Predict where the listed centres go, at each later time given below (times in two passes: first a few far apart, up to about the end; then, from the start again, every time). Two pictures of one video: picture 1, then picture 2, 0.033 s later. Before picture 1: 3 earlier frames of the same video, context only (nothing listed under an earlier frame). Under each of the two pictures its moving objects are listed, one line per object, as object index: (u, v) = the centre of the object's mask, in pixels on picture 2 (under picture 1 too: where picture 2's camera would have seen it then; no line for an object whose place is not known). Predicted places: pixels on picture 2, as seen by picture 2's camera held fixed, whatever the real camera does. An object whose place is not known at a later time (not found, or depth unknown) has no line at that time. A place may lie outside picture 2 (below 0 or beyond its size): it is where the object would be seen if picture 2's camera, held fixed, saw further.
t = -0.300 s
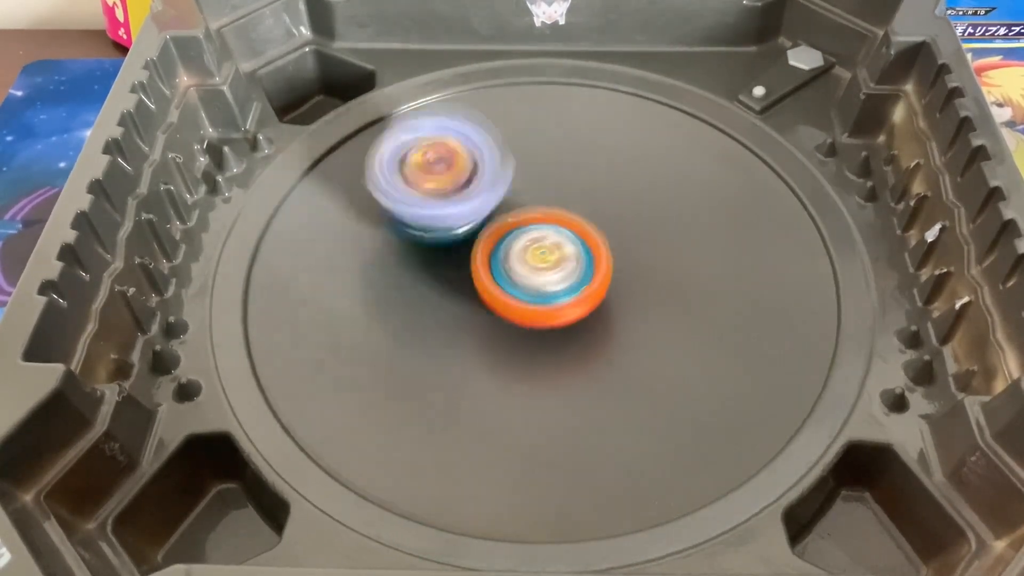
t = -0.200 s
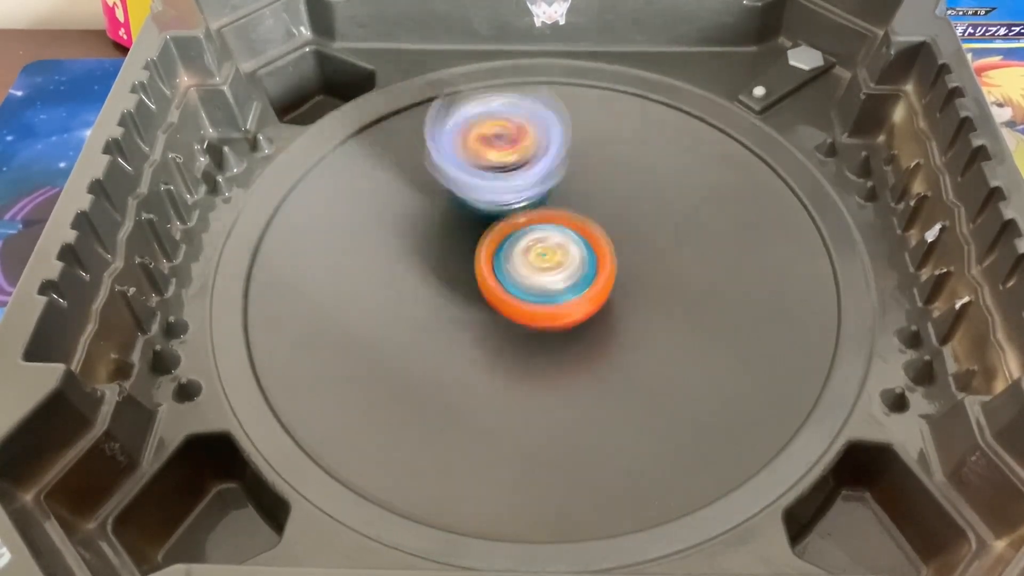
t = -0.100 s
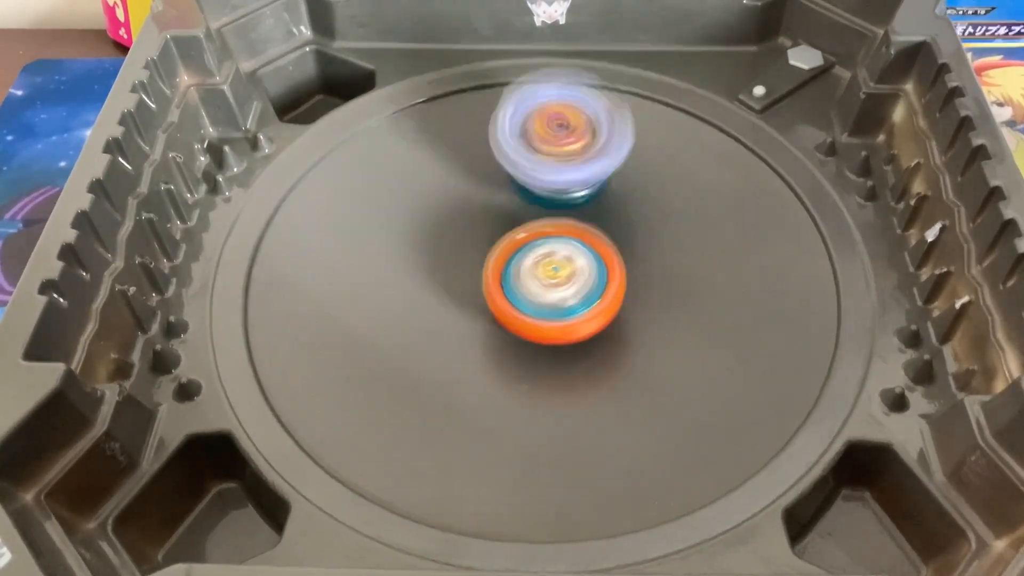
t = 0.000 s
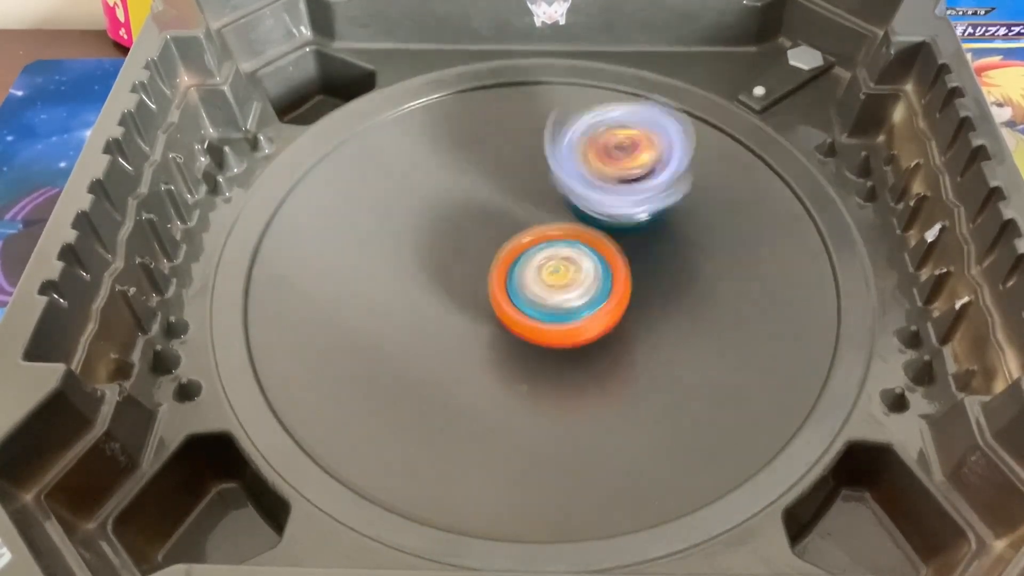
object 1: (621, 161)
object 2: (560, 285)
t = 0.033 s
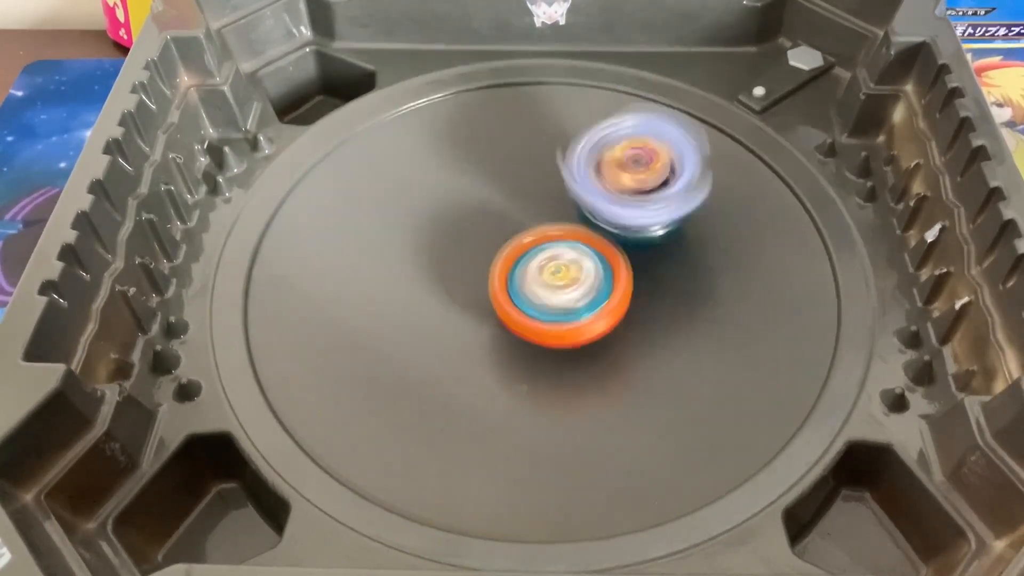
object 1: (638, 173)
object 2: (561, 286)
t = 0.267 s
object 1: (692, 250)
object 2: (517, 329)
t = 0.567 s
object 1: (585, 311)
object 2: (409, 320)
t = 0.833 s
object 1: (550, 238)
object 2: (349, 309)
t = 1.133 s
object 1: (592, 189)
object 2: (457, 283)
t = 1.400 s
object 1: (628, 211)
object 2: (489, 252)
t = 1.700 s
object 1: (606, 298)
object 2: (472, 225)
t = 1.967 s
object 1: (440, 306)
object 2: (550, 201)
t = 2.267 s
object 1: (459, 218)
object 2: (666, 201)
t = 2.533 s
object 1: (499, 197)
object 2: (754, 262)
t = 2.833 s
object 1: (546, 219)
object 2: (712, 325)
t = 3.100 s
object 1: (501, 236)
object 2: (589, 405)
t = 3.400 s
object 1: (504, 234)
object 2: (481, 386)
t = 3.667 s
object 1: (568, 239)
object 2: (424, 307)
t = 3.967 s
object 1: (582, 258)
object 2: (438, 233)
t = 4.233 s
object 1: (551, 266)
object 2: (485, 184)
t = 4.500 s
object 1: (520, 281)
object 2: (588, 191)
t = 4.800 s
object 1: (490, 265)
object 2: (660, 234)
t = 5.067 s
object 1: (503, 225)
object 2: (652, 301)
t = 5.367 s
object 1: (550, 212)
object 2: (556, 342)
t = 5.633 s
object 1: (585, 220)
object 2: (425, 358)
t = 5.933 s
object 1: (547, 257)
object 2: (422, 297)
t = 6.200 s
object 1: (569, 254)
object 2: (445, 210)
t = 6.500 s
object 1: (557, 250)
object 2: (532, 161)
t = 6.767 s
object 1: (515, 285)
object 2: (613, 210)
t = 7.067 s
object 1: (500, 252)
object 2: (660, 298)
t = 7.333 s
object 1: (544, 219)
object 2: (622, 354)
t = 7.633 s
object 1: (582, 231)
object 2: (497, 345)
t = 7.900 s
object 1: (542, 261)
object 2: (411, 298)
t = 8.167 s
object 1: (550, 267)
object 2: (425, 248)
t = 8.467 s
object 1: (604, 252)
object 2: (489, 214)
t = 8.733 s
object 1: (621, 272)
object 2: (515, 222)
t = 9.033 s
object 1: (669, 321)
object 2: (502, 259)
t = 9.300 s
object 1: (609, 270)
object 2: (476, 257)
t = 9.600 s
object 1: (615, 278)
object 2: (447, 227)
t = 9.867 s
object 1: (612, 264)
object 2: (459, 245)
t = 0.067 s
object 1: (654, 180)
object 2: (556, 292)
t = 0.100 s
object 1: (666, 183)
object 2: (542, 305)
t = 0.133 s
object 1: (676, 190)
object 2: (532, 316)
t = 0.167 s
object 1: (684, 202)
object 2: (525, 323)
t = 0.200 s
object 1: (692, 218)
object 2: (519, 327)
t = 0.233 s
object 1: (694, 234)
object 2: (517, 329)
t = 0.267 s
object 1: (692, 250)
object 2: (517, 329)
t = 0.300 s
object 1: (681, 264)
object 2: (516, 328)
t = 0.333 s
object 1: (663, 276)
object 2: (515, 328)
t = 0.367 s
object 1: (651, 286)
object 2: (502, 329)
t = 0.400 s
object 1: (653, 293)
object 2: (478, 327)
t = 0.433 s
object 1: (650, 297)
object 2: (455, 325)
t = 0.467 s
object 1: (640, 300)
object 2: (438, 323)
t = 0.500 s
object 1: (626, 304)
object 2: (428, 321)
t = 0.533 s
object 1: (606, 310)
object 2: (417, 320)
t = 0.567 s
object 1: (585, 311)
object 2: (409, 320)
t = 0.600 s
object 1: (561, 309)
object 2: (404, 320)
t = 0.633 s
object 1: (541, 302)
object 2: (398, 322)
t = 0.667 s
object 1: (539, 294)
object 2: (386, 318)
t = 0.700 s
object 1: (540, 284)
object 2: (371, 315)
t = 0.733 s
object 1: (541, 273)
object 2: (359, 313)
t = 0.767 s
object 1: (544, 261)
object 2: (351, 311)
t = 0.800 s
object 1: (545, 249)
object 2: (347, 310)
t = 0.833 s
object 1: (550, 238)
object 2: (349, 309)
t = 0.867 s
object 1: (553, 228)
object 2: (354, 308)
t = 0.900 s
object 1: (561, 217)
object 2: (361, 306)
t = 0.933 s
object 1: (564, 210)
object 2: (371, 304)
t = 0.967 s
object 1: (571, 202)
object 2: (382, 300)
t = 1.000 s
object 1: (577, 197)
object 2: (394, 299)
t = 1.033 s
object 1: (582, 192)
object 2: (412, 295)
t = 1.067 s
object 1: (587, 189)
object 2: (425, 292)
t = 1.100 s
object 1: (591, 189)
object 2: (442, 289)
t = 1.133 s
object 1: (592, 189)
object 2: (457, 283)
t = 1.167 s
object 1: (592, 190)
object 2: (471, 279)
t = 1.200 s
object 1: (596, 193)
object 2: (485, 274)
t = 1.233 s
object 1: (610, 190)
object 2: (482, 271)
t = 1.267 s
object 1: (620, 190)
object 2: (480, 268)
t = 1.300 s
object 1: (626, 193)
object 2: (479, 264)
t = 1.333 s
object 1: (630, 199)
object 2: (481, 260)
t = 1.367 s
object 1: (628, 204)
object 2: (485, 256)
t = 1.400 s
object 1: (628, 211)
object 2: (489, 252)
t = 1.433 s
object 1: (623, 218)
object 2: (491, 249)
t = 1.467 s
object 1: (634, 229)
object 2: (480, 240)
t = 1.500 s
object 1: (646, 237)
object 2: (468, 234)
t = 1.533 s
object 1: (651, 247)
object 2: (461, 229)
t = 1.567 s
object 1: (649, 257)
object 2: (459, 227)
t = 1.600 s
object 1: (644, 270)
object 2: (461, 226)
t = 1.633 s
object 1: (635, 280)
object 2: (464, 225)
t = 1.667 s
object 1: (622, 291)
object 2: (468, 225)
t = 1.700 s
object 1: (606, 298)
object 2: (472, 225)
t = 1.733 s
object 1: (588, 304)
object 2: (476, 223)
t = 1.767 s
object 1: (569, 306)
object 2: (477, 222)
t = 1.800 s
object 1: (549, 306)
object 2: (478, 217)
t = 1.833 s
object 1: (530, 302)
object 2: (484, 214)
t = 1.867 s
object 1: (507, 297)
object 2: (495, 206)
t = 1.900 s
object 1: (480, 307)
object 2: (519, 206)
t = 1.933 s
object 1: (459, 311)
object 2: (533, 207)
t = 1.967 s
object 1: (440, 306)
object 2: (550, 201)
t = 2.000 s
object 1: (422, 301)
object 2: (570, 196)
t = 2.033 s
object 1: (405, 291)
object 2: (589, 195)
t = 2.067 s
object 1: (398, 278)
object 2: (605, 191)
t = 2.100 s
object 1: (394, 266)
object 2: (622, 190)
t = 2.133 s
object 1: (398, 253)
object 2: (637, 192)
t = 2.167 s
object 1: (407, 243)
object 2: (647, 194)
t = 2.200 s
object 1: (421, 233)
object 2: (654, 196)
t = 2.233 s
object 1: (438, 225)
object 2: (662, 197)
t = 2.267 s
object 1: (459, 218)
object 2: (666, 201)
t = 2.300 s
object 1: (479, 214)
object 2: (666, 205)
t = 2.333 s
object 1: (501, 212)
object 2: (665, 209)
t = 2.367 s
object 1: (519, 211)
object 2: (663, 212)
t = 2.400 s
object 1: (534, 210)
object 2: (669, 220)
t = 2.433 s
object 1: (518, 206)
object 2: (694, 229)
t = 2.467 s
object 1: (510, 203)
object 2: (717, 241)
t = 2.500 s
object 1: (501, 199)
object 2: (739, 252)
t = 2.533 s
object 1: (499, 197)
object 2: (754, 262)
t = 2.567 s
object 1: (500, 194)
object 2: (768, 272)
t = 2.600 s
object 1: (502, 190)
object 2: (774, 281)
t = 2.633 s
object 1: (508, 189)
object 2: (780, 291)
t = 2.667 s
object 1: (513, 190)
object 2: (778, 298)
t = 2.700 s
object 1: (519, 192)
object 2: (774, 306)
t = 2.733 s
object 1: (526, 197)
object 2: (763, 311)
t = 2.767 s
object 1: (531, 202)
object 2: (749, 317)
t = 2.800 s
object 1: (538, 210)
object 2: (732, 320)
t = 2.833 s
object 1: (546, 219)
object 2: (712, 325)
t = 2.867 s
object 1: (550, 228)
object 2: (691, 328)
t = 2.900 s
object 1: (555, 238)
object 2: (668, 332)
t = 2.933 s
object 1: (554, 246)
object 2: (648, 339)
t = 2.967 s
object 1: (537, 241)
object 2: (640, 356)
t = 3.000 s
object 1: (526, 239)
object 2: (629, 371)
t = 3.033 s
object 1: (516, 238)
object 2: (617, 385)
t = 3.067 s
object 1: (509, 237)
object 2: (603, 397)
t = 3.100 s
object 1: (501, 236)
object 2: (589, 405)
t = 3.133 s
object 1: (498, 234)
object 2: (574, 412)
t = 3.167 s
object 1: (493, 233)
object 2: (560, 416)
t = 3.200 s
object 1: (489, 232)
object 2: (546, 418)
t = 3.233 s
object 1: (489, 232)
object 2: (533, 418)
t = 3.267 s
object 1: (490, 231)
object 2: (519, 415)
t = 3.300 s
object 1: (490, 232)
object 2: (508, 410)
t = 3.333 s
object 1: (493, 232)
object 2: (499, 404)
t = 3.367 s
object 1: (498, 233)
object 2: (490, 395)
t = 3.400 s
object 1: (504, 234)
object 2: (481, 386)
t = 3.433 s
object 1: (509, 236)
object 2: (474, 374)
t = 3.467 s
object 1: (516, 238)
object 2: (467, 363)
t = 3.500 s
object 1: (526, 238)
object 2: (458, 354)
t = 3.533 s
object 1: (531, 235)
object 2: (450, 346)
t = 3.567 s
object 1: (542, 235)
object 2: (442, 338)
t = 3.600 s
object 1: (551, 236)
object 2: (436, 328)
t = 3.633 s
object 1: (558, 237)
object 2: (430, 318)
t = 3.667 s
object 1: (568, 239)
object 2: (424, 307)
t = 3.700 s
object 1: (574, 242)
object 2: (421, 298)
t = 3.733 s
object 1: (578, 243)
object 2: (419, 287)
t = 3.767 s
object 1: (583, 246)
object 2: (419, 279)
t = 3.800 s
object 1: (586, 250)
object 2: (420, 270)
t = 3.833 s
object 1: (587, 252)
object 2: (422, 261)
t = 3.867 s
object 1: (587, 254)
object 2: (424, 253)
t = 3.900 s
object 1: (587, 256)
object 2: (428, 245)
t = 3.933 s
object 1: (584, 257)
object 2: (433, 239)
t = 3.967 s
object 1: (582, 258)
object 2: (438, 233)
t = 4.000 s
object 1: (579, 260)
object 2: (444, 228)
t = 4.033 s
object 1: (573, 260)
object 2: (448, 221)
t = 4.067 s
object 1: (566, 259)
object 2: (451, 215)
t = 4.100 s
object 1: (562, 259)
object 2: (457, 210)
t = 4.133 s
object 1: (557, 260)
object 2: (463, 204)
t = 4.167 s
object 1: (553, 260)
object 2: (470, 197)
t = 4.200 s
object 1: (553, 263)
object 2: (478, 191)
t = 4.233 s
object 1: (551, 266)
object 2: (485, 184)
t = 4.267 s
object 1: (547, 269)
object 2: (496, 182)
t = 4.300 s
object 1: (546, 272)
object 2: (509, 182)
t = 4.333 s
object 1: (541, 273)
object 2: (521, 178)
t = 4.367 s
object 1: (536, 273)
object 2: (531, 178)
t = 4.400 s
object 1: (535, 273)
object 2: (544, 183)
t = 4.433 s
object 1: (532, 272)
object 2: (561, 186)
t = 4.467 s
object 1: (522, 276)
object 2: (577, 189)
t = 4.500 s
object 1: (520, 281)
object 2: (588, 191)
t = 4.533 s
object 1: (510, 284)
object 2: (601, 197)
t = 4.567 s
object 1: (505, 286)
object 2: (614, 200)
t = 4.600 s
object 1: (498, 286)
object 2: (623, 202)
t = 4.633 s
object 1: (491, 286)
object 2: (633, 208)
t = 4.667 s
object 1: (490, 282)
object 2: (644, 212)
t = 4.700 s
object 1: (487, 279)
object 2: (650, 215)
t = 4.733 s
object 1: (486, 275)
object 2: (654, 223)
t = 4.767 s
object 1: (488, 271)
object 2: (658, 228)
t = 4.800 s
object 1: (490, 265)
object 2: (660, 234)
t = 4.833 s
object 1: (494, 259)
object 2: (658, 243)
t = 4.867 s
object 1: (501, 256)
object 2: (659, 250)
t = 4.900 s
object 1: (505, 250)
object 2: (655, 258)
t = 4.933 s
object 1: (513, 244)
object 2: (651, 267)
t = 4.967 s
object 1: (520, 240)
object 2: (650, 276)
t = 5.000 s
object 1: (508, 236)
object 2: (654, 284)
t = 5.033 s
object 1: (503, 231)
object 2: (654, 292)
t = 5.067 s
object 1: (503, 225)
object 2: (652, 301)
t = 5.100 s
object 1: (509, 218)
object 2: (648, 309)
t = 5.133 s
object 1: (513, 212)
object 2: (640, 316)
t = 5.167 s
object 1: (521, 210)
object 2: (632, 322)
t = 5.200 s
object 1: (526, 207)
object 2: (621, 327)
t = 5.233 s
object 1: (533, 207)
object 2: (610, 333)
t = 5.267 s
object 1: (538, 209)
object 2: (598, 336)
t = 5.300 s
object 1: (538, 209)
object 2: (583, 339)
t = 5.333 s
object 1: (545, 210)
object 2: (570, 341)
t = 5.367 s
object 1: (550, 212)
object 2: (556, 342)
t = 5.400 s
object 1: (557, 215)
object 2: (541, 343)
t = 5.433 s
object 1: (567, 212)
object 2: (522, 351)
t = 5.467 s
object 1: (572, 210)
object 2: (503, 355)
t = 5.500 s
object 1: (578, 212)
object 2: (484, 359)
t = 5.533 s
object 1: (577, 214)
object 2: (466, 361)
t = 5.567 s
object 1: (579, 214)
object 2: (450, 362)
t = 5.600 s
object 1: (582, 216)
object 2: (438, 362)
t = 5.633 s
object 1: (585, 220)
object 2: (425, 358)
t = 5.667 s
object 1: (587, 224)
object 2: (417, 355)
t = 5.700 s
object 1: (586, 230)
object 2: (410, 350)
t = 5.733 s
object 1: (582, 235)
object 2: (409, 345)
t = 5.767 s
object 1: (573, 240)
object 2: (407, 337)
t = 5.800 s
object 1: (566, 242)
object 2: (409, 331)
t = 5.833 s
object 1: (561, 246)
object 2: (410, 321)
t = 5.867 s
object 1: (556, 249)
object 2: (416, 315)
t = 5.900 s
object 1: (549, 253)
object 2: (419, 304)
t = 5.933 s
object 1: (547, 257)
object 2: (422, 297)
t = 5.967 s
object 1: (543, 260)
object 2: (418, 285)
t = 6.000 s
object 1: (548, 258)
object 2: (416, 274)
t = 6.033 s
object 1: (556, 257)
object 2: (417, 262)
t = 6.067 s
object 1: (562, 258)
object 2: (422, 251)
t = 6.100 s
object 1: (565, 260)
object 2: (425, 240)
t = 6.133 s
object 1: (563, 259)
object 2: (431, 230)
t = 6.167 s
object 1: (565, 255)
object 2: (436, 219)
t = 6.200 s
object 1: (569, 254)
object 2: (445, 210)
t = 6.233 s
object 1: (572, 254)
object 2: (451, 201)
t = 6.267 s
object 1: (572, 254)
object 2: (460, 193)
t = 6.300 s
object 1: (568, 253)
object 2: (465, 187)
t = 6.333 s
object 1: (567, 250)
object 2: (475, 179)
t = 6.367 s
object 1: (570, 246)
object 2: (483, 176)
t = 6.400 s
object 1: (566, 246)
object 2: (495, 171)
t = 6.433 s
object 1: (561, 245)
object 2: (505, 166)
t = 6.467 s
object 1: (558, 247)
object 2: (516, 163)
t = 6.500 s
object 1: (557, 250)
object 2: (532, 161)
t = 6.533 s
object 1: (560, 256)
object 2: (538, 160)
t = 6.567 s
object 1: (551, 264)
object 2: (553, 164)
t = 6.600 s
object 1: (544, 271)
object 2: (562, 169)
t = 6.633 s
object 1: (541, 276)
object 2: (572, 172)
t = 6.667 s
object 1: (537, 278)
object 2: (583, 179)
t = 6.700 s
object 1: (528, 282)
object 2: (593, 188)
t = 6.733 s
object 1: (519, 282)
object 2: (606, 200)
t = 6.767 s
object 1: (515, 285)
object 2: (613, 210)
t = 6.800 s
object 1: (512, 285)
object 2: (622, 215)
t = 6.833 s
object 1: (503, 282)
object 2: (629, 226)
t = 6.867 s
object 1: (500, 277)
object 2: (635, 234)
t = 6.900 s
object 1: (503, 275)
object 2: (642, 247)
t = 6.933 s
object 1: (498, 273)
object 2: (645, 257)
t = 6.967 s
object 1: (495, 268)
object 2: (652, 265)
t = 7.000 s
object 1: (497, 260)
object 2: (654, 276)
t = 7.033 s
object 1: (503, 256)
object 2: (659, 285)
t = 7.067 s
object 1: (500, 252)
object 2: (660, 298)
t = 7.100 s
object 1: (504, 245)
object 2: (660, 308)
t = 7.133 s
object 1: (512, 239)
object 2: (663, 316)
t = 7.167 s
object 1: (518, 237)
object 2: (660, 326)
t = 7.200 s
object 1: (522, 232)
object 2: (656, 333)
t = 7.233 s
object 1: (526, 226)
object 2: (650, 342)
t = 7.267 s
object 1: (537, 223)
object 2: (641, 346)
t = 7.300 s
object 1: (545, 222)
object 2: (634, 351)
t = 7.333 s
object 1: (544, 219)
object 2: (622, 354)
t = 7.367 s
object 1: (555, 216)
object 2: (610, 356)
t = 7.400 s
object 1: (562, 217)
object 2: (596, 358)
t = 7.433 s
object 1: (561, 219)
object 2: (582, 357)
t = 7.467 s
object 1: (567, 217)
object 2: (569, 357)
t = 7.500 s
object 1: (574, 218)
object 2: (553, 356)
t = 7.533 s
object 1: (577, 222)
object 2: (538, 354)
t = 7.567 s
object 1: (575, 223)
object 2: (523, 352)
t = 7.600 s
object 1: (578, 226)
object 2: (508, 349)
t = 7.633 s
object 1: (582, 231)
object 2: (497, 345)
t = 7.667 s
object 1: (574, 235)
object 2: (483, 341)
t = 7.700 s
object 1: (572, 237)
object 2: (470, 335)
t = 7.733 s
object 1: (576, 241)
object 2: (458, 329)
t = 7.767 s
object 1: (564, 248)
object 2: (445, 322)
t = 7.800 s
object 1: (559, 250)
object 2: (435, 316)
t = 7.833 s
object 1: (559, 253)
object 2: (425, 310)
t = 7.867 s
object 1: (550, 259)
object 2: (417, 303)
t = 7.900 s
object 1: (542, 261)
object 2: (411, 298)
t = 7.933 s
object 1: (542, 261)
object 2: (406, 291)
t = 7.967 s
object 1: (538, 265)
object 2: (403, 286)
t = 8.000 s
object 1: (535, 266)
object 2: (403, 281)
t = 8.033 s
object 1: (541, 266)
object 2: (405, 273)
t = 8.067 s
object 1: (543, 268)
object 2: (407, 267)
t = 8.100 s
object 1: (540, 269)
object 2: (410, 262)
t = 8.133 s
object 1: (547, 266)
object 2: (417, 255)
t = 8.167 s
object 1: (550, 267)
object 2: (425, 248)
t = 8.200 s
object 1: (547, 266)
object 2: (427, 240)
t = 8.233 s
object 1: (564, 263)
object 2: (437, 234)
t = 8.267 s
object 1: (572, 263)
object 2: (443, 231)
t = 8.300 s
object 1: (573, 259)
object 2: (447, 229)
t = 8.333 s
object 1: (588, 256)
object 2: (460, 226)
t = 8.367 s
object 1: (585, 255)
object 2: (464, 225)
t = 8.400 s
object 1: (590, 250)
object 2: (475, 222)
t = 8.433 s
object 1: (594, 251)
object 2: (486, 220)
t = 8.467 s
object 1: (604, 252)
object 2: (489, 214)
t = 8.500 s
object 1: (624, 257)
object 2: (495, 208)
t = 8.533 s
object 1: (630, 259)
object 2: (497, 206)
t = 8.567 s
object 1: (641, 260)
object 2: (496, 206)
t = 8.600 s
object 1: (635, 261)
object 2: (501, 208)
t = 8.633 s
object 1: (637, 259)
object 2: (506, 211)
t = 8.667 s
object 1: (627, 264)
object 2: (504, 213)
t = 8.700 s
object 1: (627, 261)
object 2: (512, 217)
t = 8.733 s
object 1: (621, 272)
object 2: (515, 222)
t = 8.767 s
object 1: (623, 276)
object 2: (513, 229)
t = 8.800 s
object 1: (638, 294)
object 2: (523, 234)
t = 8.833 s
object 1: (637, 297)
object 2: (524, 243)
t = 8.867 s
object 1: (637, 303)
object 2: (524, 248)
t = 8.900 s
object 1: (627, 305)
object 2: (524, 254)
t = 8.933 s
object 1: (637, 318)
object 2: (522, 258)
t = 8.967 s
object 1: (650, 320)
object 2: (514, 257)
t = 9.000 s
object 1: (662, 322)
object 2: (510, 256)
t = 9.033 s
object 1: (669, 321)
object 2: (502, 259)
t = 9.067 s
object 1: (666, 320)
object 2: (493, 259)
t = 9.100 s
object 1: (665, 309)
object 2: (490, 259)
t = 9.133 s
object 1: (653, 307)
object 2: (486, 261)
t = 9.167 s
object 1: (642, 304)
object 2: (483, 260)
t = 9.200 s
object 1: (630, 291)
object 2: (486, 259)
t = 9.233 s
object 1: (615, 283)
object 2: (484, 258)
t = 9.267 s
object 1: (606, 277)
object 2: (480, 255)
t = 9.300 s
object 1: (609, 270)
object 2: (476, 257)
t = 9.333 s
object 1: (612, 269)
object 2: (472, 253)
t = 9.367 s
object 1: (610, 266)
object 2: (468, 248)
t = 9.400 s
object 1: (601, 264)
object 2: (467, 244)
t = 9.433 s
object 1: (593, 265)
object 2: (465, 241)
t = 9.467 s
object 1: (595, 271)
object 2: (463, 237)
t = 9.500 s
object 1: (601, 275)
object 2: (458, 234)
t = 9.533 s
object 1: (610, 277)
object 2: (451, 229)
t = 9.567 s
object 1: (614, 278)
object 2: (448, 228)
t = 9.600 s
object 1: (615, 278)
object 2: (447, 227)
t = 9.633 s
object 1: (611, 275)
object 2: (448, 228)
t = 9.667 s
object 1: (606, 272)
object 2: (448, 231)
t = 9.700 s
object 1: (604, 272)
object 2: (447, 234)
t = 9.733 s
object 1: (604, 272)
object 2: (445, 236)
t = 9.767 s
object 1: (608, 273)
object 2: (447, 237)
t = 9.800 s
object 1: (611, 271)
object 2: (450, 238)
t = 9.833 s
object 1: (613, 268)
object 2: (454, 241)
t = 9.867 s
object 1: (612, 264)
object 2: (459, 245)
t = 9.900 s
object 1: (609, 263)
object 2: (466, 249)
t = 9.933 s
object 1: (606, 262)
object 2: (473, 254)
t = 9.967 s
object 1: (607, 263)
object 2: (477, 259)
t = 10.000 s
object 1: (611, 265)
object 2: (477, 261)
